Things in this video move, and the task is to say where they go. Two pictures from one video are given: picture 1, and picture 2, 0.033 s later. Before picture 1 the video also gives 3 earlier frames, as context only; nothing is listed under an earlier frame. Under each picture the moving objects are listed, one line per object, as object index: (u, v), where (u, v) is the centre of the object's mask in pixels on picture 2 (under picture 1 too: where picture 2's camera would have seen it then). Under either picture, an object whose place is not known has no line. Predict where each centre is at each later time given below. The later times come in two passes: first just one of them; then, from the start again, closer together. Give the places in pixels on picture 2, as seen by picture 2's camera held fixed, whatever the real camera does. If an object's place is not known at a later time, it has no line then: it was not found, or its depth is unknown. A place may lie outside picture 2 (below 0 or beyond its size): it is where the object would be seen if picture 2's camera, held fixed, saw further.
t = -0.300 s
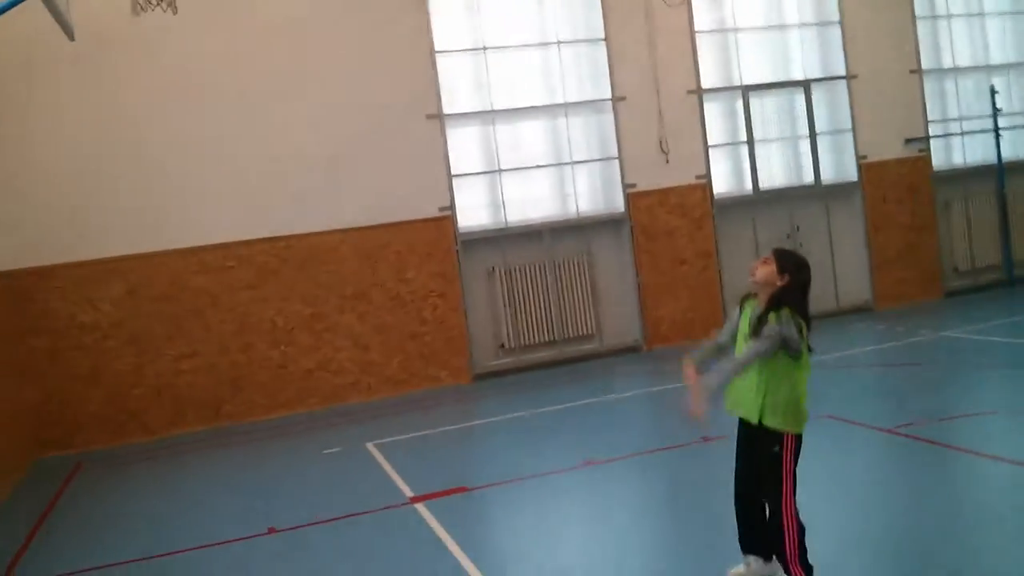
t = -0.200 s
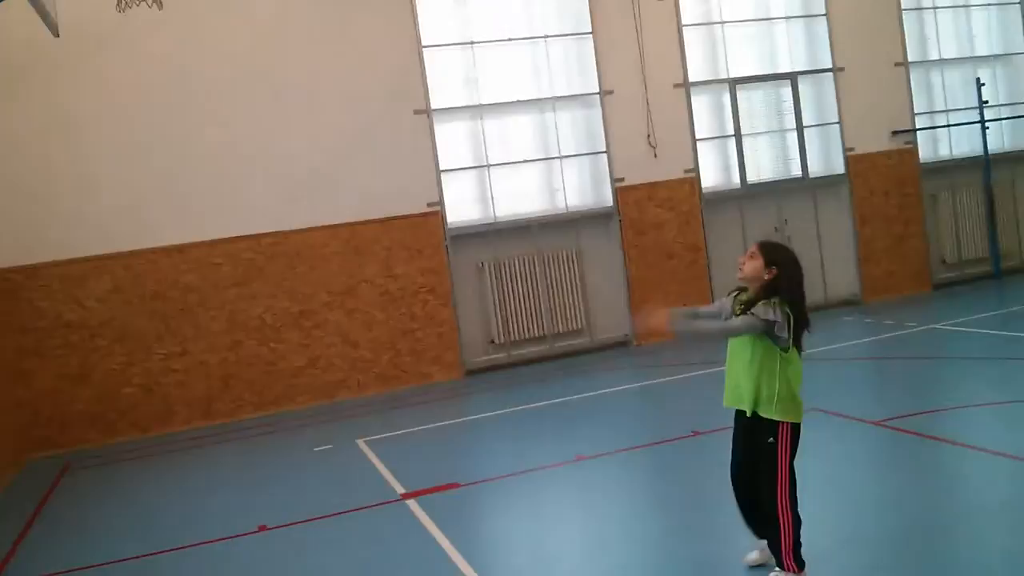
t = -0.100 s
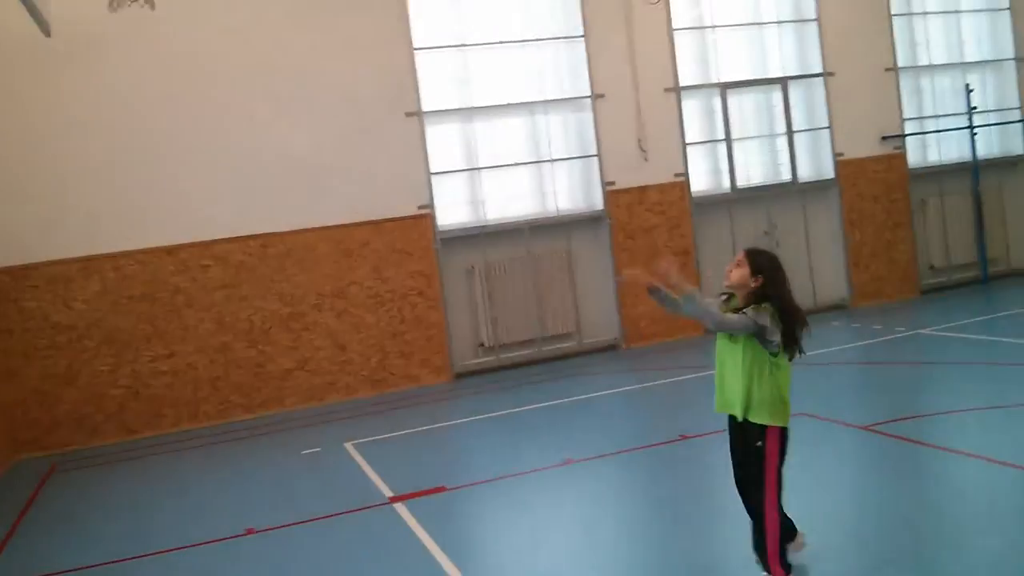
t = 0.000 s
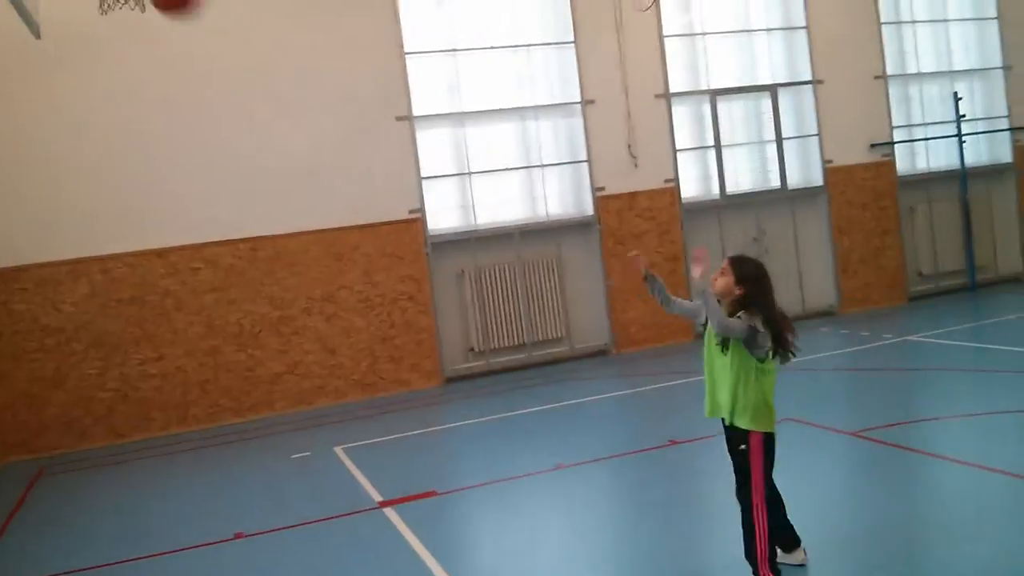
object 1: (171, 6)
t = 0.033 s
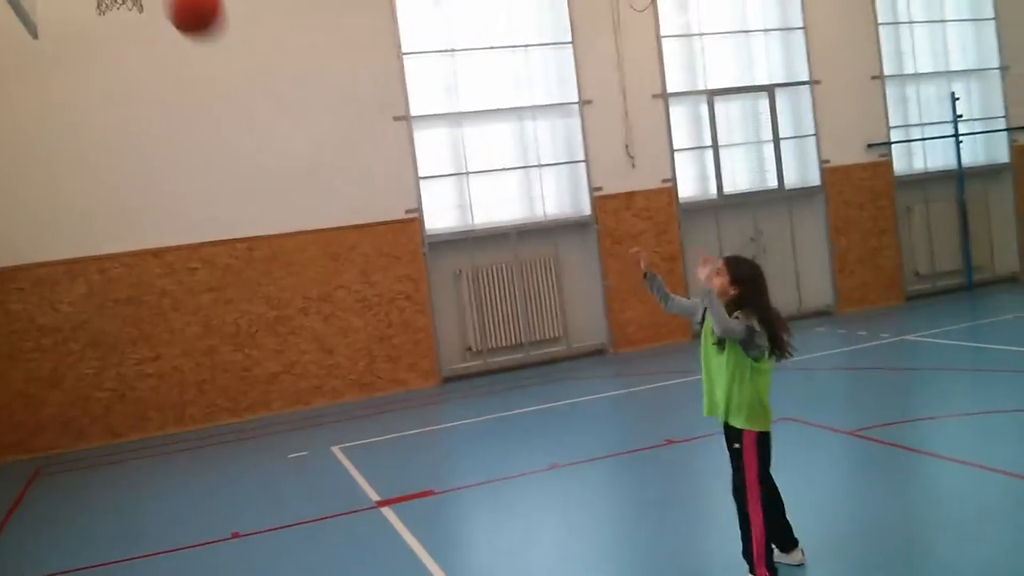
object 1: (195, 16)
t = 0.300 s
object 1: (379, 246)
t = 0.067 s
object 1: (218, 29)
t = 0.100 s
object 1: (241, 55)
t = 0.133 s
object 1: (265, 83)
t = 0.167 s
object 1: (290, 113)
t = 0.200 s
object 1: (313, 144)
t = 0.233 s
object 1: (336, 178)
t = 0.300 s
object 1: (379, 246)
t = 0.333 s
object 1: (404, 287)
